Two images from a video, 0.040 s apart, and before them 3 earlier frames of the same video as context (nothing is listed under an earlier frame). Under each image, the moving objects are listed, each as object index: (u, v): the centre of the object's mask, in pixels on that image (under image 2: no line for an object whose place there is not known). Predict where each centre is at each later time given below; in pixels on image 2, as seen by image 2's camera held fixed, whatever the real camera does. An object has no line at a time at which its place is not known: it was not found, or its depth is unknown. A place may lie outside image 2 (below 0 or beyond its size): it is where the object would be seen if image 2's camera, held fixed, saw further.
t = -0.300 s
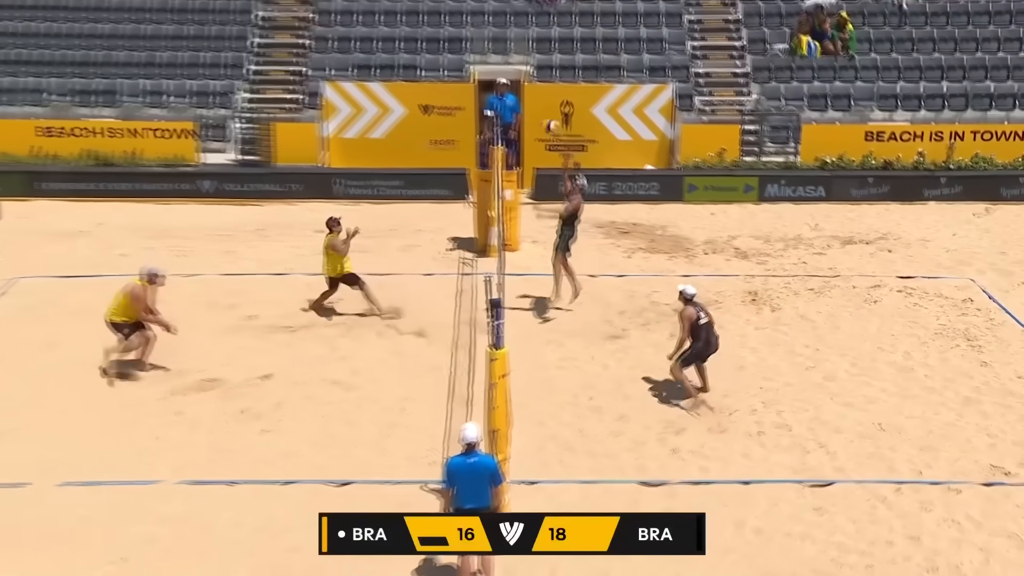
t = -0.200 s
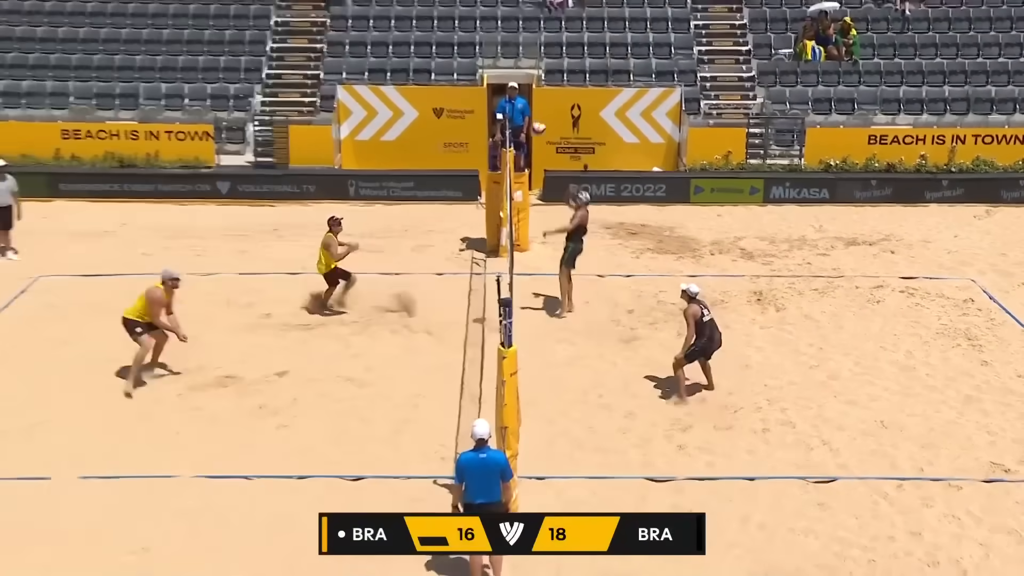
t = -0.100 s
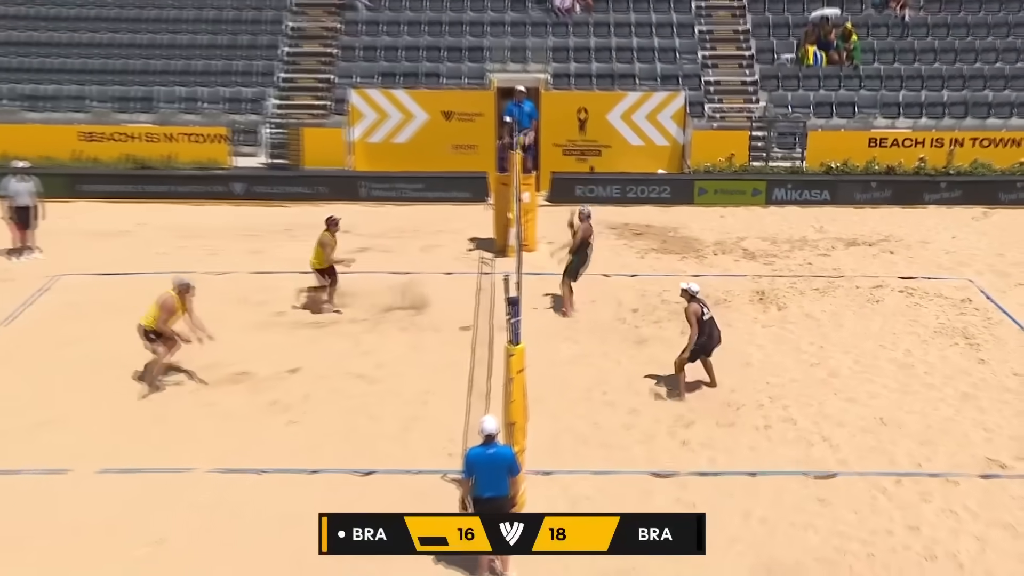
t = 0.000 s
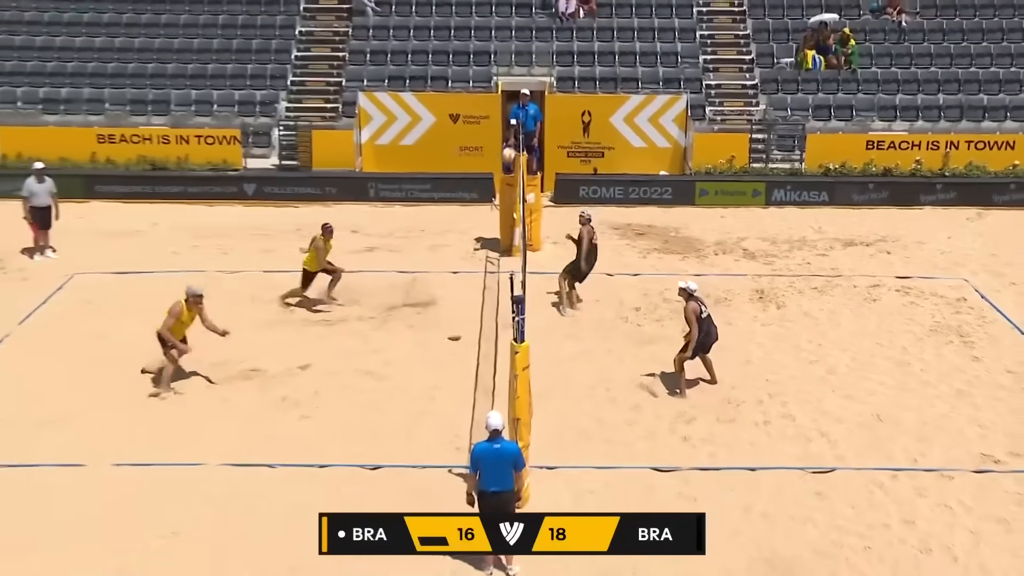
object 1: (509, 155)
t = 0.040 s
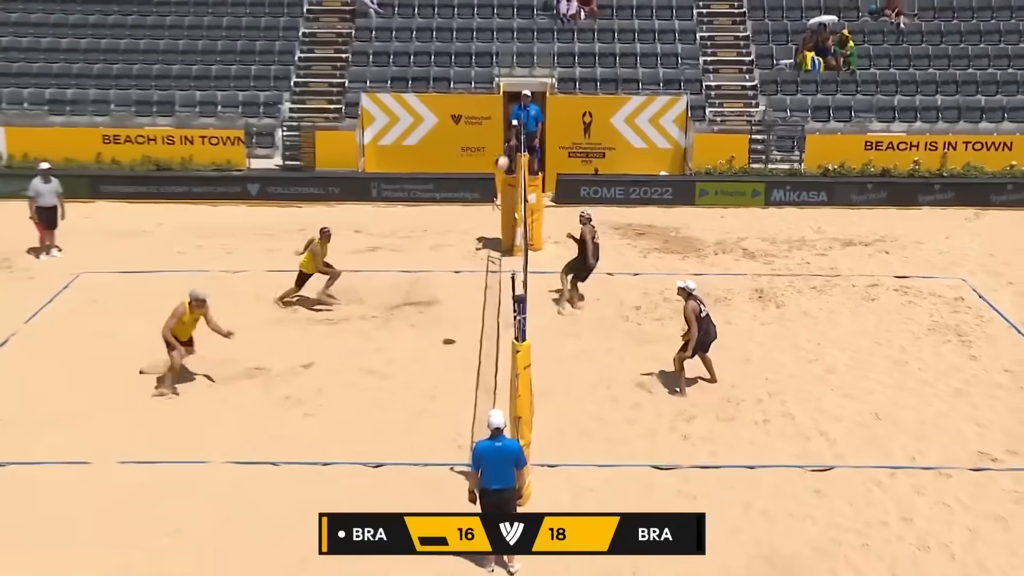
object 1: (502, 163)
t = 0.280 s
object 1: (450, 238)
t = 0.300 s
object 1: (446, 246)
